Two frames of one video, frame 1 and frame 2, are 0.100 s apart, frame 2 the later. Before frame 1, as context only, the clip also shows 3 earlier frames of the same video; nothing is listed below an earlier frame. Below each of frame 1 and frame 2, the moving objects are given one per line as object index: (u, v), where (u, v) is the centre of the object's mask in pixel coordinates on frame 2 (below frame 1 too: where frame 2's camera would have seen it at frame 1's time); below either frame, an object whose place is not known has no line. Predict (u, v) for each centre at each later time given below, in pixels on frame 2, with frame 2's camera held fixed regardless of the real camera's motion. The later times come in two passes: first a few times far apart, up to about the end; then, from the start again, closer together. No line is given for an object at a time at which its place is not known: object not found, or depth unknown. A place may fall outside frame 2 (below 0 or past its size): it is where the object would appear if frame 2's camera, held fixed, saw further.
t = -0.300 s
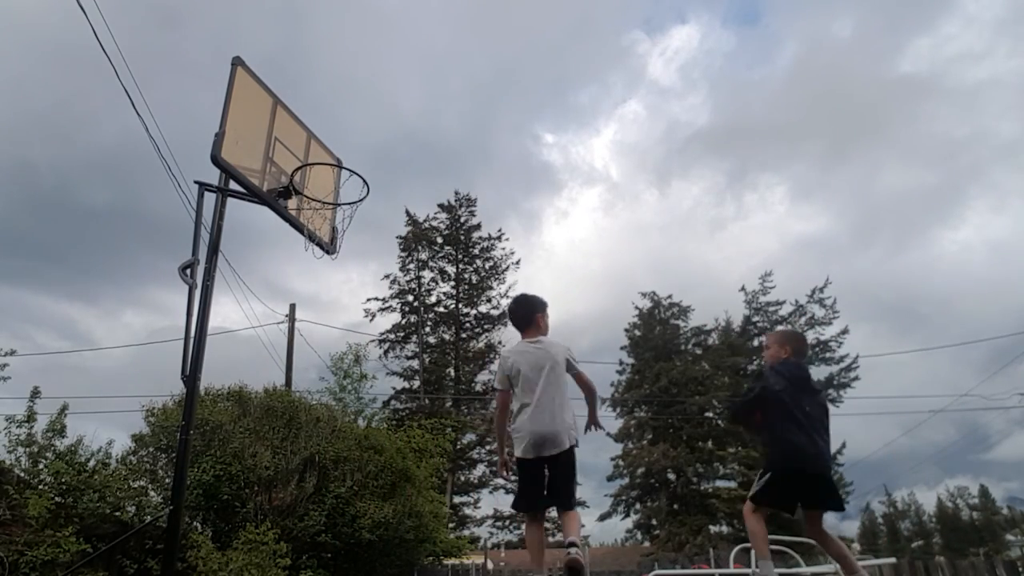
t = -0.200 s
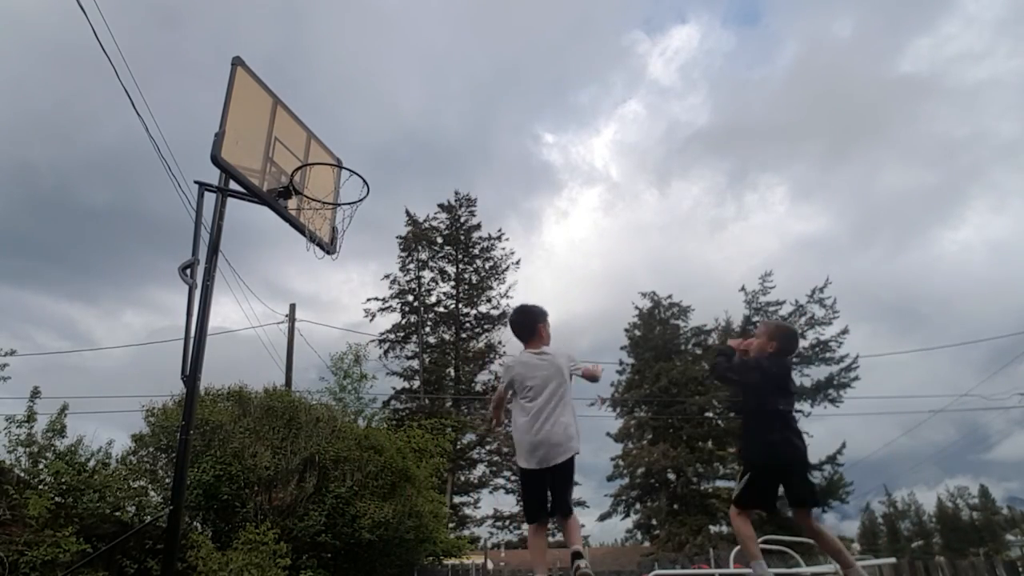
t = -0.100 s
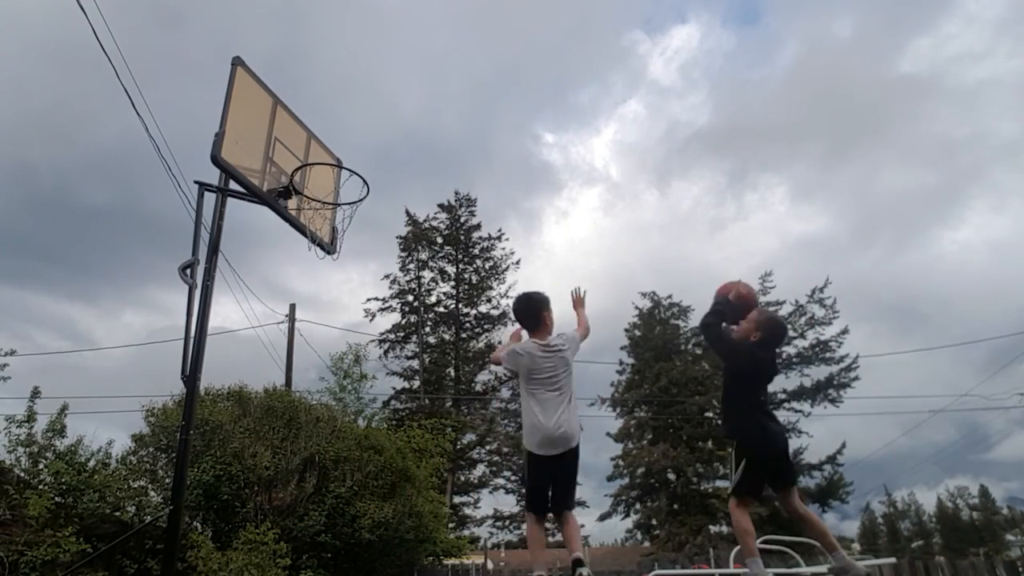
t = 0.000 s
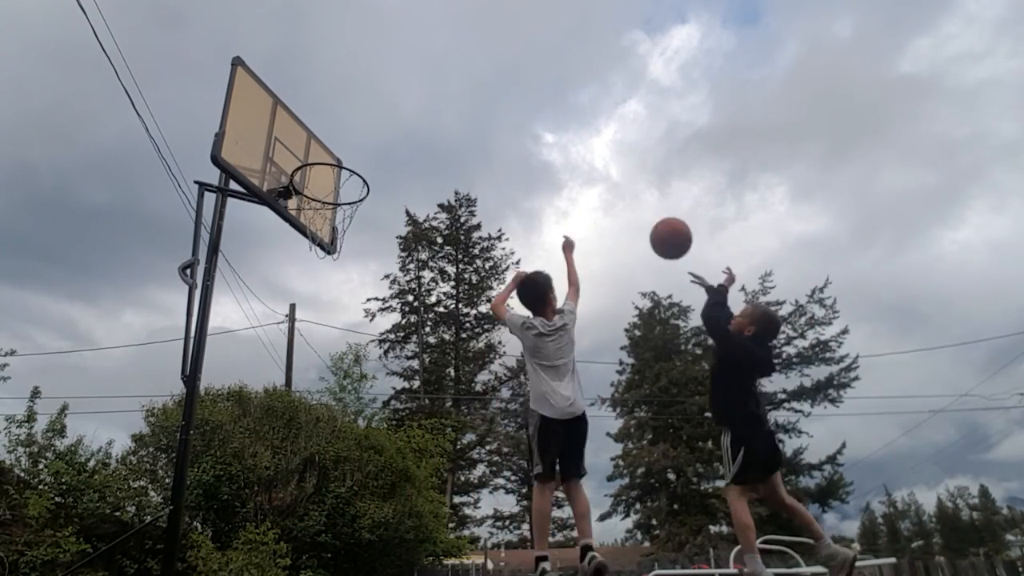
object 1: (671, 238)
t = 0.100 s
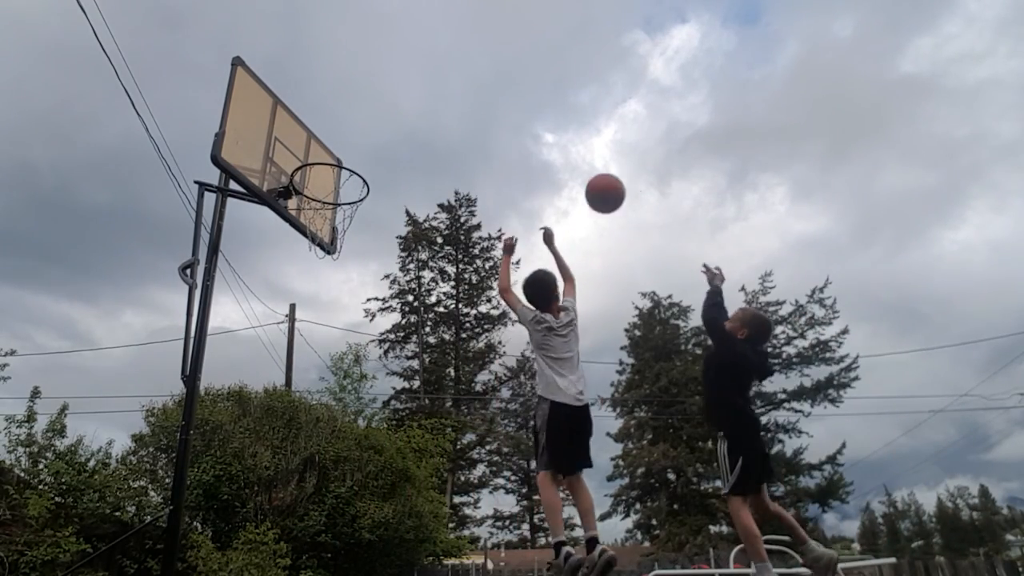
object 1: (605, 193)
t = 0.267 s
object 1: (508, 157)
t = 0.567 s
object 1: (371, 172)
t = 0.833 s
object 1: (338, 186)
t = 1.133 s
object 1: (307, 228)
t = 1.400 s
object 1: (295, 326)
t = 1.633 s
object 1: (273, 529)
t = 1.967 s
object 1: (295, 388)
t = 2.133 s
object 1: (307, 340)
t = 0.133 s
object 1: (584, 182)
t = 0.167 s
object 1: (565, 173)
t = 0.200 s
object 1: (545, 166)
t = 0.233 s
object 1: (526, 160)
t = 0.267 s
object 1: (508, 157)
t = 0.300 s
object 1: (490, 154)
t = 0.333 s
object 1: (472, 153)
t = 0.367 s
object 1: (455, 154)
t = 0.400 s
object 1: (437, 156)
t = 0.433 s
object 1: (420, 160)
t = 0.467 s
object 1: (403, 165)
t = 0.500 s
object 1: (386, 172)
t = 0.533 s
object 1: (375, 174)
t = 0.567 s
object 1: (371, 172)
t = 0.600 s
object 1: (367, 172)
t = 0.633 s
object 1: (364, 172)
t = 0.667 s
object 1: (360, 175)
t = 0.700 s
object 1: (356, 179)
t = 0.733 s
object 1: (352, 182)
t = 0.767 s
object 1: (347, 184)
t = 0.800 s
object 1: (342, 185)
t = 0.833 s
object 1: (338, 186)
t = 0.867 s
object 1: (333, 188)
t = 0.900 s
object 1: (329, 192)
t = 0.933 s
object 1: (324, 198)
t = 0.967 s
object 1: (319, 205)
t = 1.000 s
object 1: (315, 211)
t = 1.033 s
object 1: (312, 216)
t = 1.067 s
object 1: (310, 220)
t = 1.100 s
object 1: (308, 224)
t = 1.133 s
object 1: (307, 228)
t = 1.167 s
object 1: (306, 234)
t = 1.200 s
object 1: (305, 242)
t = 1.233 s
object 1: (304, 251)
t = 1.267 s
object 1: (302, 263)
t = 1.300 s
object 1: (301, 275)
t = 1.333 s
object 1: (299, 290)
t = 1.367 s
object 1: (297, 307)
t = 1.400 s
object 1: (295, 326)
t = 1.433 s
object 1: (293, 347)
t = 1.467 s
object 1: (290, 371)
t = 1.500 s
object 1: (287, 397)
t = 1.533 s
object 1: (284, 426)
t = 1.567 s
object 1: (281, 455)
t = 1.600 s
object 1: (278, 491)
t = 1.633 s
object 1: (273, 529)
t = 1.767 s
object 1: (276, 524)
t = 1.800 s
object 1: (280, 495)
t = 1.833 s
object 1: (283, 467)
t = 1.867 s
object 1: (287, 444)
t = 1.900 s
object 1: (290, 423)
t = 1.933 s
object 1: (293, 404)
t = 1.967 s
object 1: (295, 388)
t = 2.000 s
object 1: (298, 374)
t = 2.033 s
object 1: (301, 362)
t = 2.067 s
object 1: (303, 352)
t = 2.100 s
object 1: (305, 345)
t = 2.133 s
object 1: (307, 340)
